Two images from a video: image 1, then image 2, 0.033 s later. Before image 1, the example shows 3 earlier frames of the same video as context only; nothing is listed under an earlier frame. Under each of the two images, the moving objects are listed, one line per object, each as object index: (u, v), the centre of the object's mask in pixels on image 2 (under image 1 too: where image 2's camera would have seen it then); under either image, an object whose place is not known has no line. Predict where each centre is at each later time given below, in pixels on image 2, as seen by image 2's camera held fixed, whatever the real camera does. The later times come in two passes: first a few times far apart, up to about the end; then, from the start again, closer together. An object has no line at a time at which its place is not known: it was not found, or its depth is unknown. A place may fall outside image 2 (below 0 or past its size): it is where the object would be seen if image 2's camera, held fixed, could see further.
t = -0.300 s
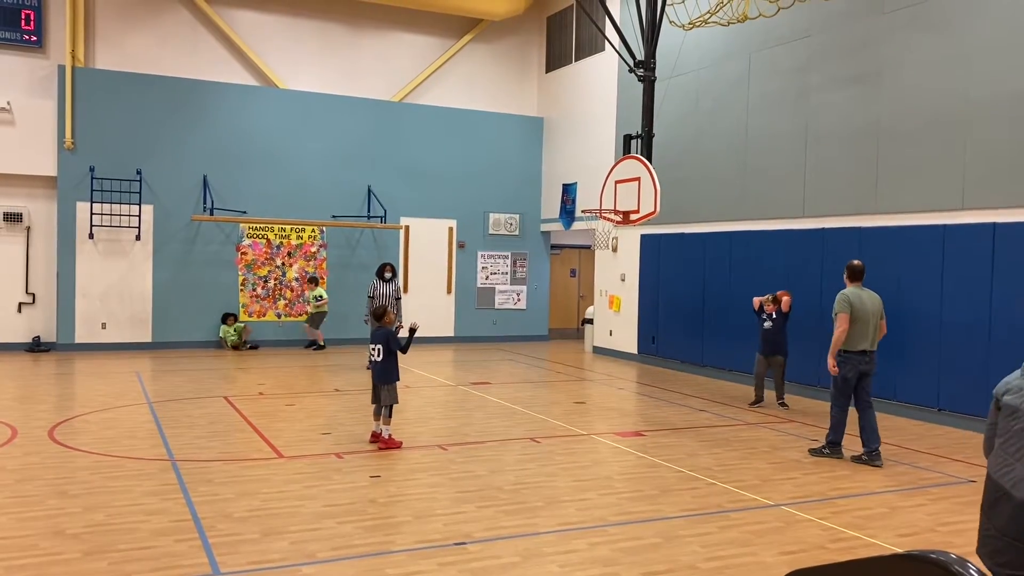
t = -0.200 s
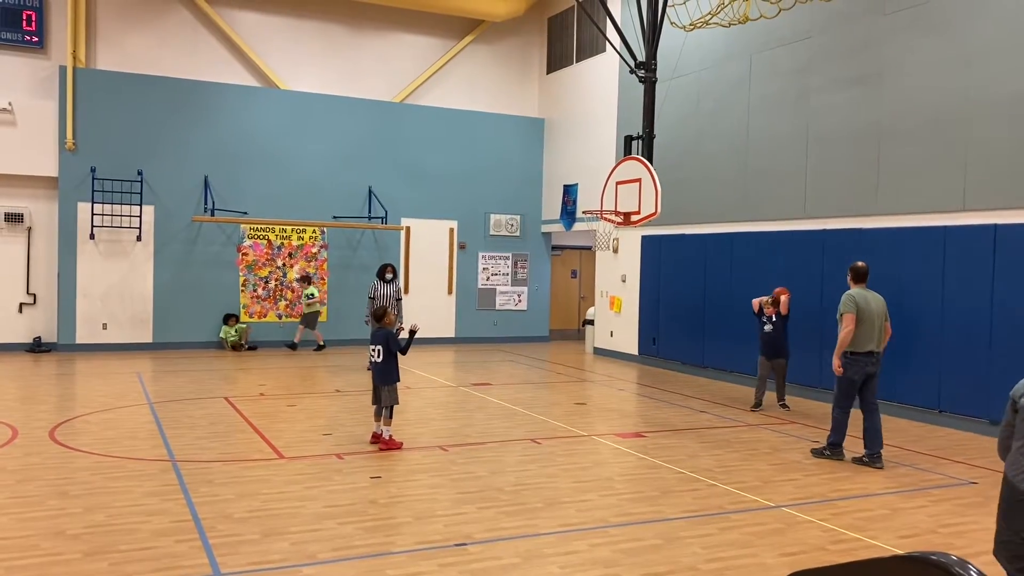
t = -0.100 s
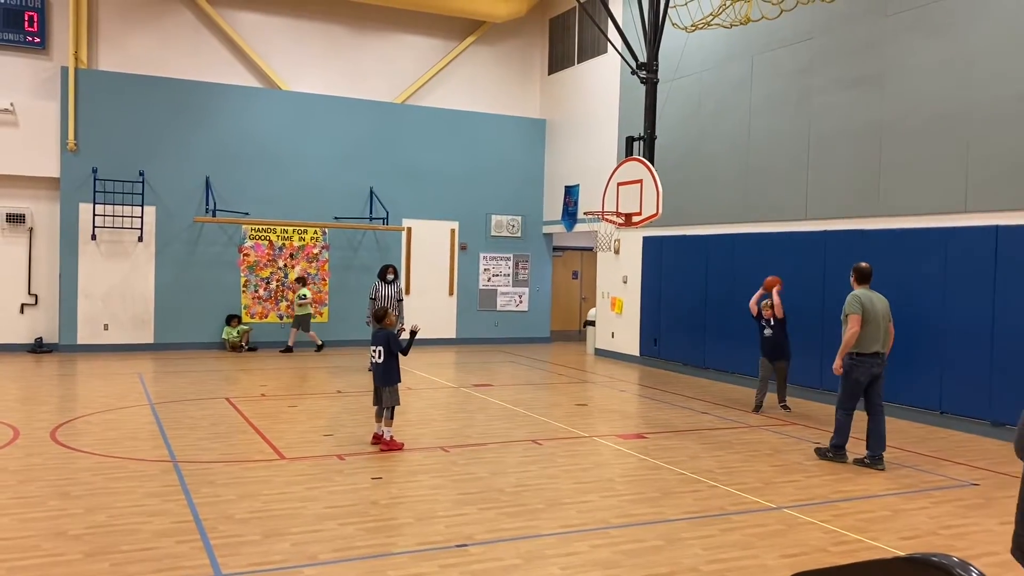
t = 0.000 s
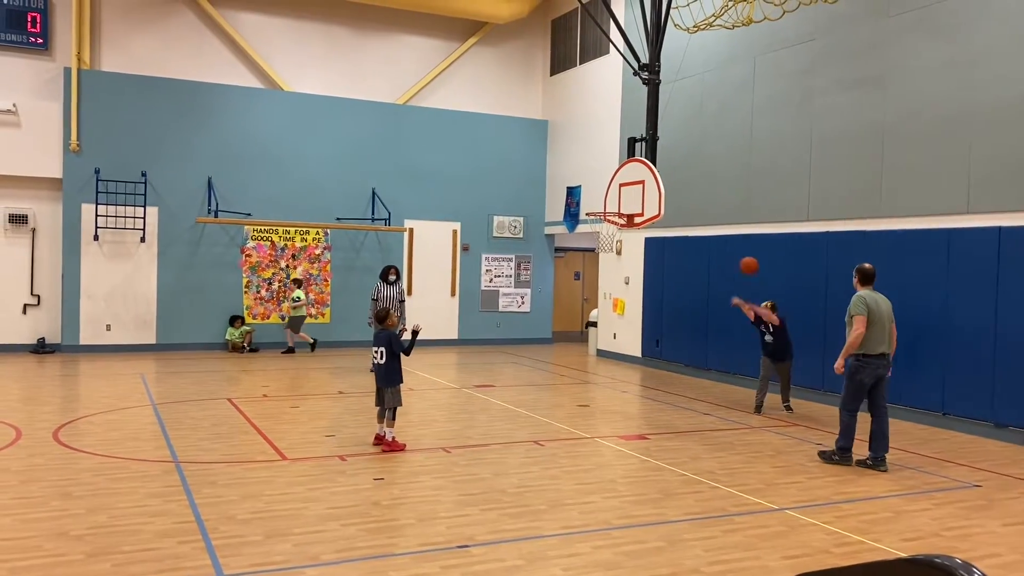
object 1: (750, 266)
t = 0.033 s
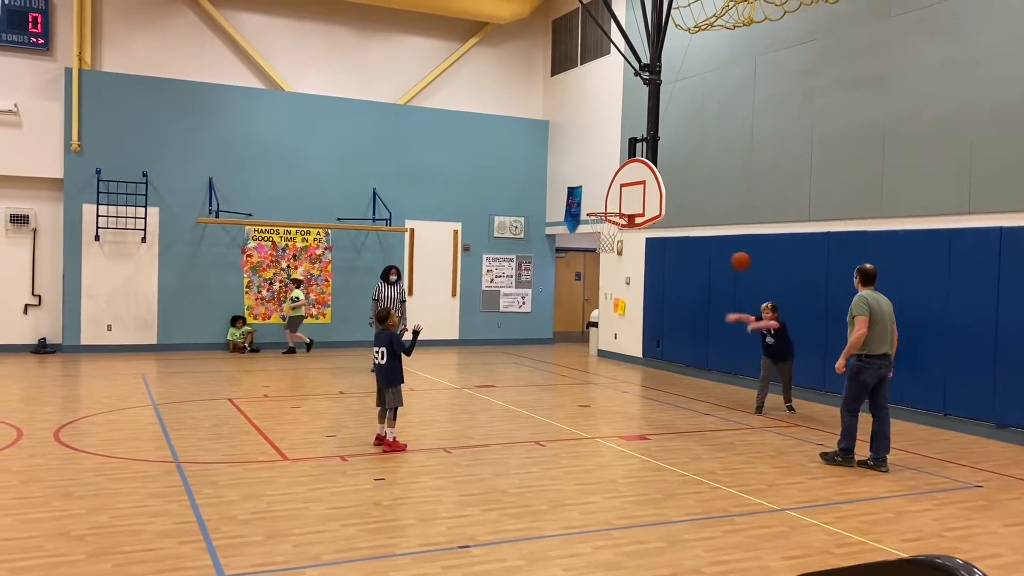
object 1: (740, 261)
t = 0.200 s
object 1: (690, 248)
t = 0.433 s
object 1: (609, 270)
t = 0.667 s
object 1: (511, 350)
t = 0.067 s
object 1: (731, 256)
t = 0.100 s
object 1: (721, 253)
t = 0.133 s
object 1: (711, 250)
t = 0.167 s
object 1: (700, 249)
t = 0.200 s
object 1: (690, 248)
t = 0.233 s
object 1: (679, 248)
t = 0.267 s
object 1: (668, 249)
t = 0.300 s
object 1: (657, 252)
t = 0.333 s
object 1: (645, 255)
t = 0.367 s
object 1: (633, 259)
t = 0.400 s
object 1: (621, 264)
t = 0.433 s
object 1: (609, 270)
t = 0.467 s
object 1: (596, 278)
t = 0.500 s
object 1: (583, 286)
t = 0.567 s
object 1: (556, 308)
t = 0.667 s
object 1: (511, 350)
